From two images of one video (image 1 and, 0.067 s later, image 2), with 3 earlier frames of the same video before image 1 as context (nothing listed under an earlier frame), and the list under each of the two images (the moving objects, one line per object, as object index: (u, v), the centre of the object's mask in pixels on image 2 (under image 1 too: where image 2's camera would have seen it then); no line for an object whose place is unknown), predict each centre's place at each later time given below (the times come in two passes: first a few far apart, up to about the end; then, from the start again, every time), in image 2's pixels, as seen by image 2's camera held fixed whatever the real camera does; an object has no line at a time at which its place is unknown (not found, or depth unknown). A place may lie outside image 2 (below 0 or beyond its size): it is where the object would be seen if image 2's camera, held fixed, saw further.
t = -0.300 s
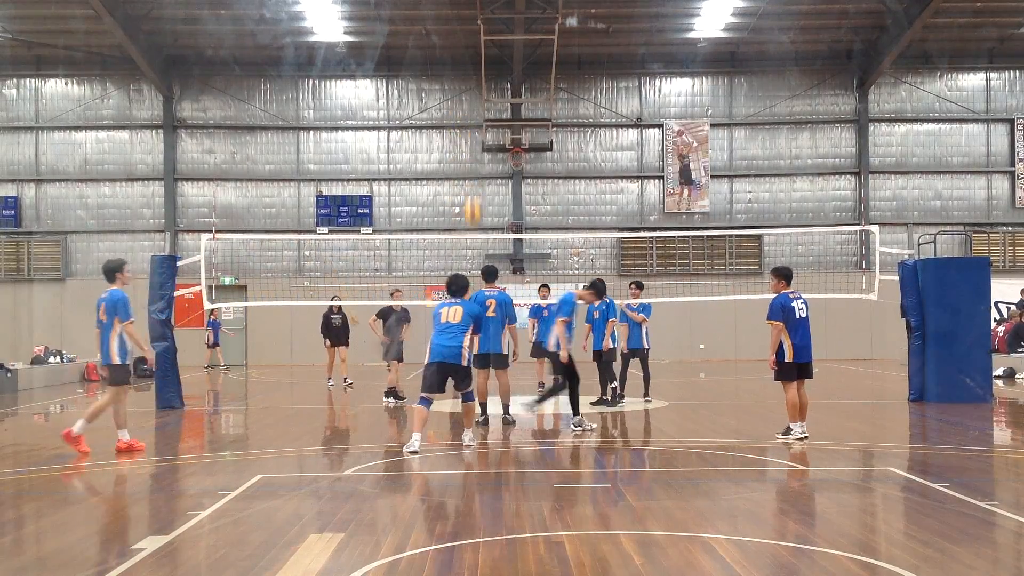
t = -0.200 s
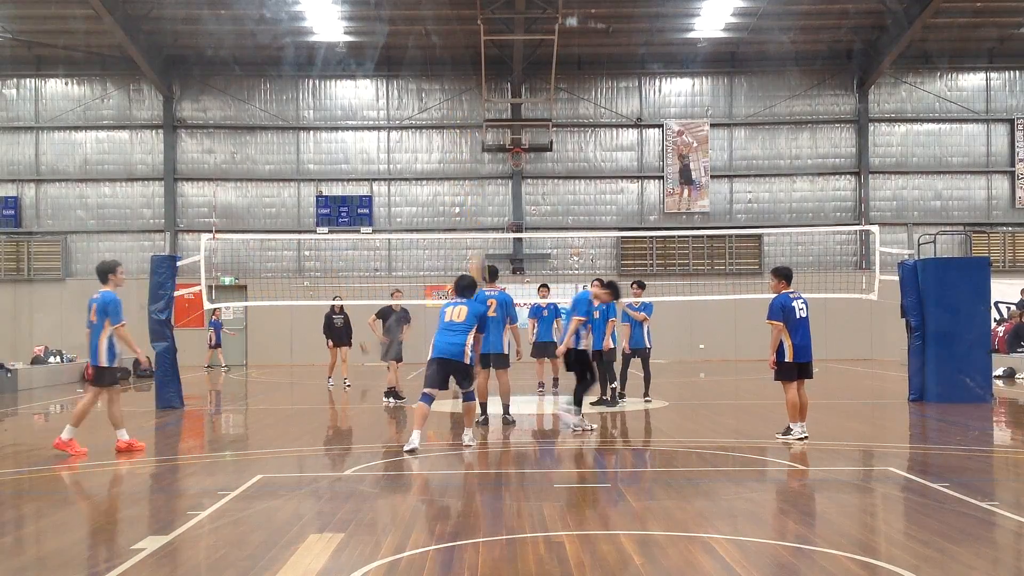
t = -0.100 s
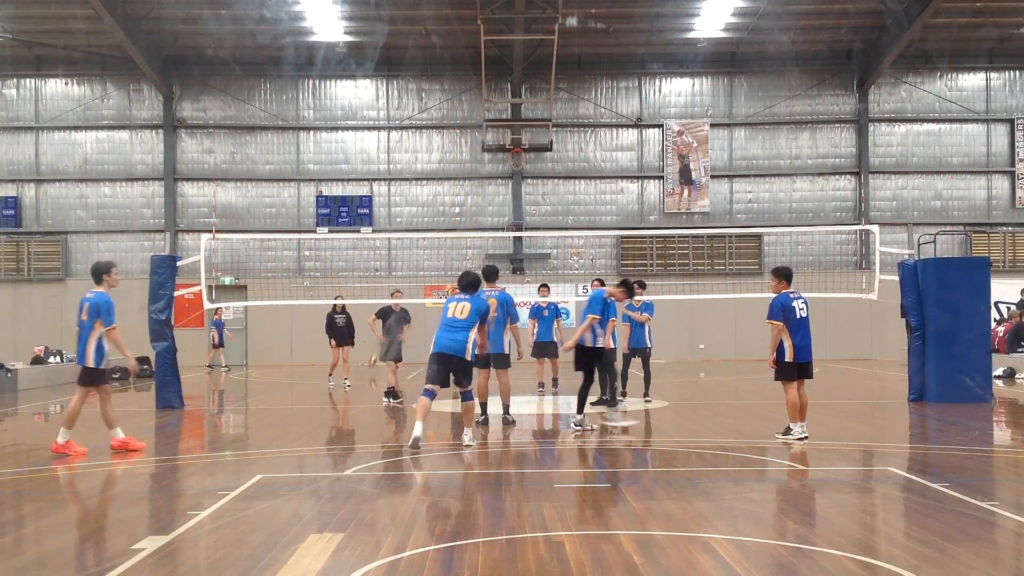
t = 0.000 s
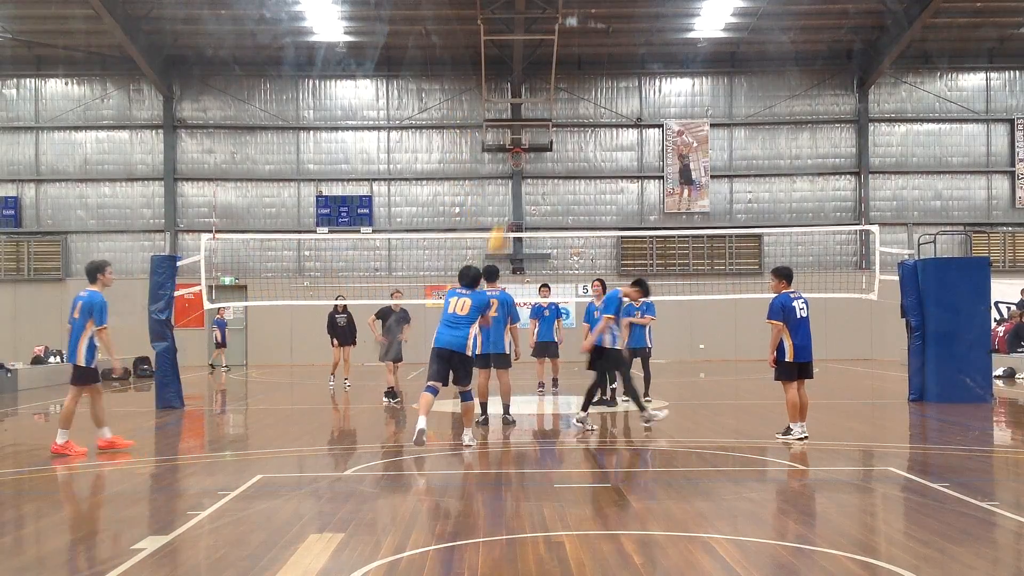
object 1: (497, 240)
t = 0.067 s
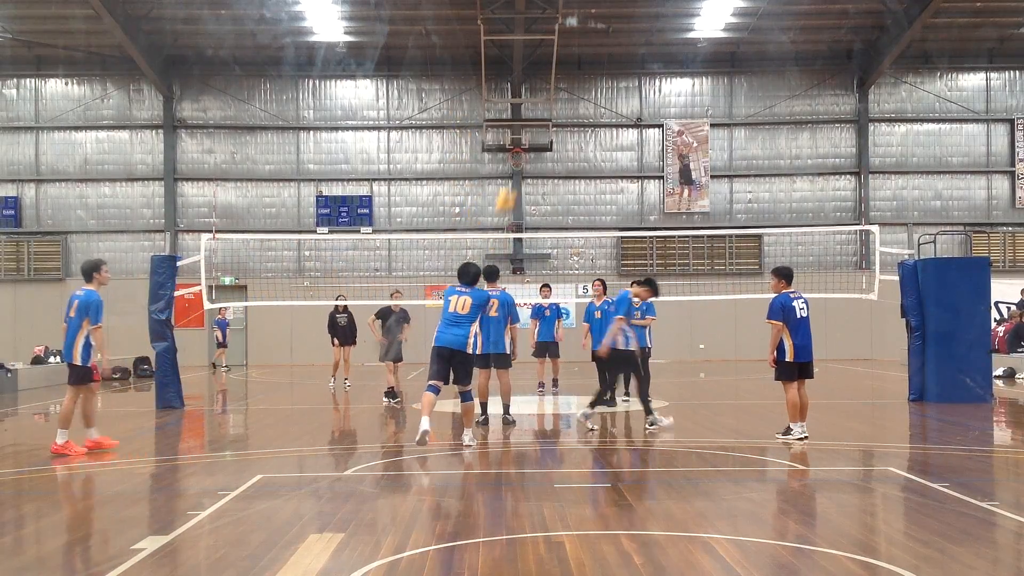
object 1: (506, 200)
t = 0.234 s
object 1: (524, 126)
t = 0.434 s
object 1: (545, 79)
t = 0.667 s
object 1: (566, 68)
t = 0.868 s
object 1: (584, 90)
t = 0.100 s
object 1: (510, 183)
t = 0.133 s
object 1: (513, 166)
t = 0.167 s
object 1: (516, 151)
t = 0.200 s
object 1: (520, 137)
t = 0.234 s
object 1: (524, 126)
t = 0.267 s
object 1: (528, 115)
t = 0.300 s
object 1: (531, 105)
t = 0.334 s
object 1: (536, 97)
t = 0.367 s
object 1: (539, 89)
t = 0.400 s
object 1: (542, 84)
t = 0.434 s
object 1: (545, 79)
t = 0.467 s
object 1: (548, 73)
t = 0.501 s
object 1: (551, 70)
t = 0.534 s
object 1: (554, 68)
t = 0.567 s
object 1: (557, 67)
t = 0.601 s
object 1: (561, 66)
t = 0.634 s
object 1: (564, 66)
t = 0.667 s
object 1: (566, 68)
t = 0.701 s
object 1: (569, 69)
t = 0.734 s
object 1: (572, 72)
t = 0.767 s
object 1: (575, 75)
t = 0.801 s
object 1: (578, 80)
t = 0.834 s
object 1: (581, 85)
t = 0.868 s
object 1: (584, 90)
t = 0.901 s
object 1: (586, 96)
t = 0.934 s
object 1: (588, 104)
